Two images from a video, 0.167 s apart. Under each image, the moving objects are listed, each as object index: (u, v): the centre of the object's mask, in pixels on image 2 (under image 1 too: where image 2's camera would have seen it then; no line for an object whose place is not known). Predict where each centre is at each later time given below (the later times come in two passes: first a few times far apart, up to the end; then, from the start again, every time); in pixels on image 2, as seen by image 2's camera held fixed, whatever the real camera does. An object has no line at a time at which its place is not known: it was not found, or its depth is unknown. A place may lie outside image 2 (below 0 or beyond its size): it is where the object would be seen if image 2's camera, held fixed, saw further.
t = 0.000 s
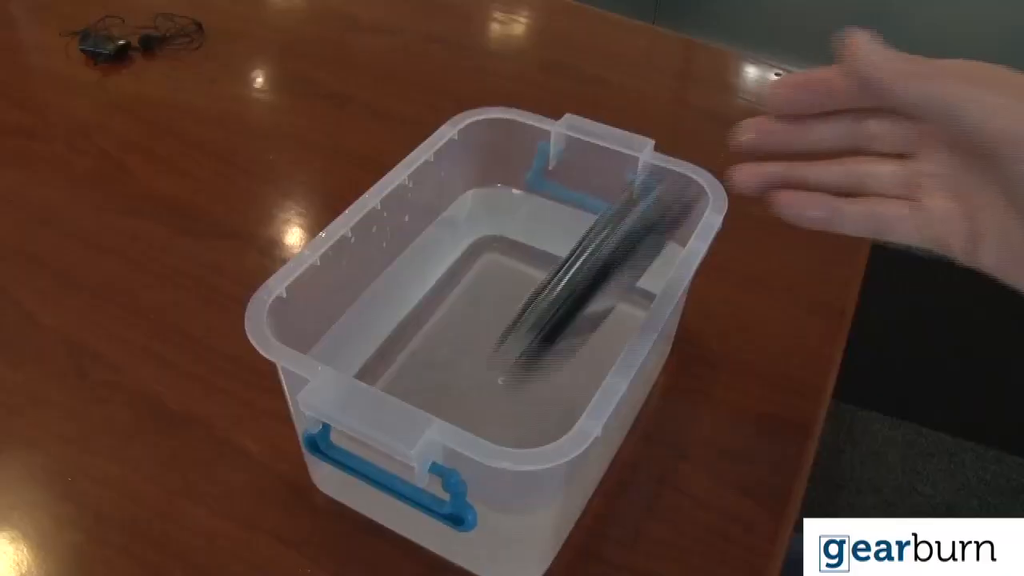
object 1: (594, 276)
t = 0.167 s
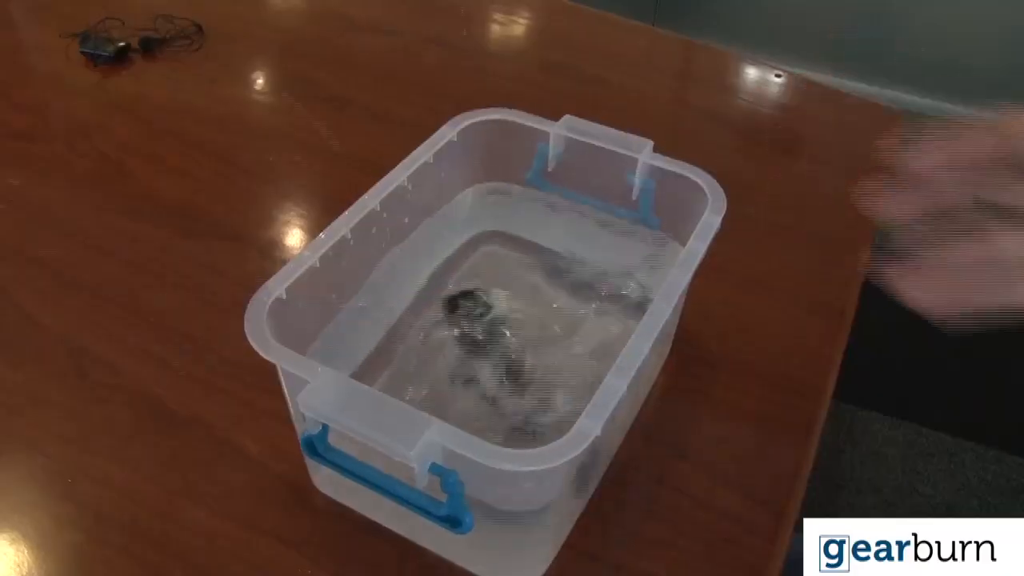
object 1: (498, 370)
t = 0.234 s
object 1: (471, 372)
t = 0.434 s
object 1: (475, 372)
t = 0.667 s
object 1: (488, 376)
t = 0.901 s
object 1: (491, 374)
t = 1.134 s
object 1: (487, 375)
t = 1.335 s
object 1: (488, 375)
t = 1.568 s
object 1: (490, 372)
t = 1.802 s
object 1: (490, 373)
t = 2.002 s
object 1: (483, 371)
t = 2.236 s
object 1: (489, 373)
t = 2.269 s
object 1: (490, 372)
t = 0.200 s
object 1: (476, 380)
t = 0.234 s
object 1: (471, 372)
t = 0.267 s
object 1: (484, 369)
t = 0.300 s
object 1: (484, 368)
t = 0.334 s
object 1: (481, 369)
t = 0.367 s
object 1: (481, 364)
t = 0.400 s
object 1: (478, 371)
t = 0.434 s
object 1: (475, 372)
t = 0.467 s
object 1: (485, 380)
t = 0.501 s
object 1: (486, 381)
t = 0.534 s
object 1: (490, 380)
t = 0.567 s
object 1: (485, 377)
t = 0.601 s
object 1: (485, 377)
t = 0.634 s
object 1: (493, 377)
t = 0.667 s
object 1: (488, 376)
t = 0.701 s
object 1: (489, 377)
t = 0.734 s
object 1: (492, 383)
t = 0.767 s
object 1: (491, 382)
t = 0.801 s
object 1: (490, 379)
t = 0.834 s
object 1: (492, 375)
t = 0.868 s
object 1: (490, 373)
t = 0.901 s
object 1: (491, 374)
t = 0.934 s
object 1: (489, 375)
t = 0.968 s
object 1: (485, 377)
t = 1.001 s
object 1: (485, 375)
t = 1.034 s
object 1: (484, 375)
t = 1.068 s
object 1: (485, 376)
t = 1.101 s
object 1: (487, 376)
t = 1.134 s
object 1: (487, 375)
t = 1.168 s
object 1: (487, 376)
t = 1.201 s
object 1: (486, 376)
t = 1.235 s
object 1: (482, 378)
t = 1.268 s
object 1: (484, 377)
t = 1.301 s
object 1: (486, 377)
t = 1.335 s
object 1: (488, 375)
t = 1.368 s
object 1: (489, 374)
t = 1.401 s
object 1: (487, 373)
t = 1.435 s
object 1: (481, 373)
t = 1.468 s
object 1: (480, 372)
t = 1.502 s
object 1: (481, 373)
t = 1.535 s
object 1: (485, 372)
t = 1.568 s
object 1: (490, 372)
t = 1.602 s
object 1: (492, 372)
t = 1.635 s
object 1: (491, 371)
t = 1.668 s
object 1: (490, 373)
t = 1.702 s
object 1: (489, 374)
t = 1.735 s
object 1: (488, 375)
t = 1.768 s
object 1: (488, 374)
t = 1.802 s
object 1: (490, 373)
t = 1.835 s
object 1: (491, 372)
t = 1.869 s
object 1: (490, 370)
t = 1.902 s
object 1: (489, 370)
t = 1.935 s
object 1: (486, 370)
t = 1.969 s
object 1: (482, 372)
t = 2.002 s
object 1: (483, 371)
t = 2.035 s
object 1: (489, 371)
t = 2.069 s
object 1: (491, 371)
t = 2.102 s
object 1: (491, 371)
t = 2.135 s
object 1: (490, 371)
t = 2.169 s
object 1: (488, 372)
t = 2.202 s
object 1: (488, 373)
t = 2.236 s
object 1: (489, 373)
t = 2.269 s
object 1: (490, 372)
